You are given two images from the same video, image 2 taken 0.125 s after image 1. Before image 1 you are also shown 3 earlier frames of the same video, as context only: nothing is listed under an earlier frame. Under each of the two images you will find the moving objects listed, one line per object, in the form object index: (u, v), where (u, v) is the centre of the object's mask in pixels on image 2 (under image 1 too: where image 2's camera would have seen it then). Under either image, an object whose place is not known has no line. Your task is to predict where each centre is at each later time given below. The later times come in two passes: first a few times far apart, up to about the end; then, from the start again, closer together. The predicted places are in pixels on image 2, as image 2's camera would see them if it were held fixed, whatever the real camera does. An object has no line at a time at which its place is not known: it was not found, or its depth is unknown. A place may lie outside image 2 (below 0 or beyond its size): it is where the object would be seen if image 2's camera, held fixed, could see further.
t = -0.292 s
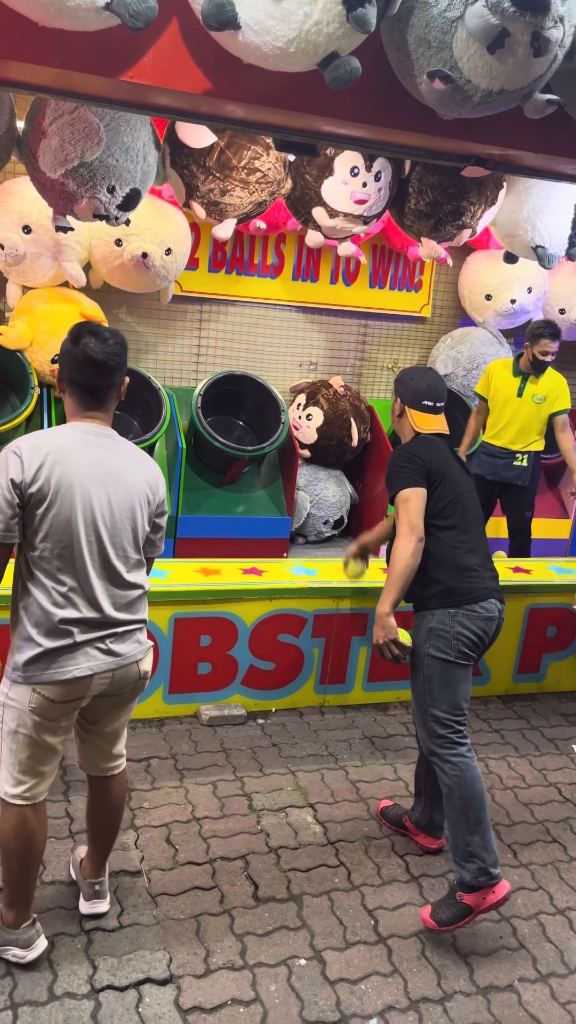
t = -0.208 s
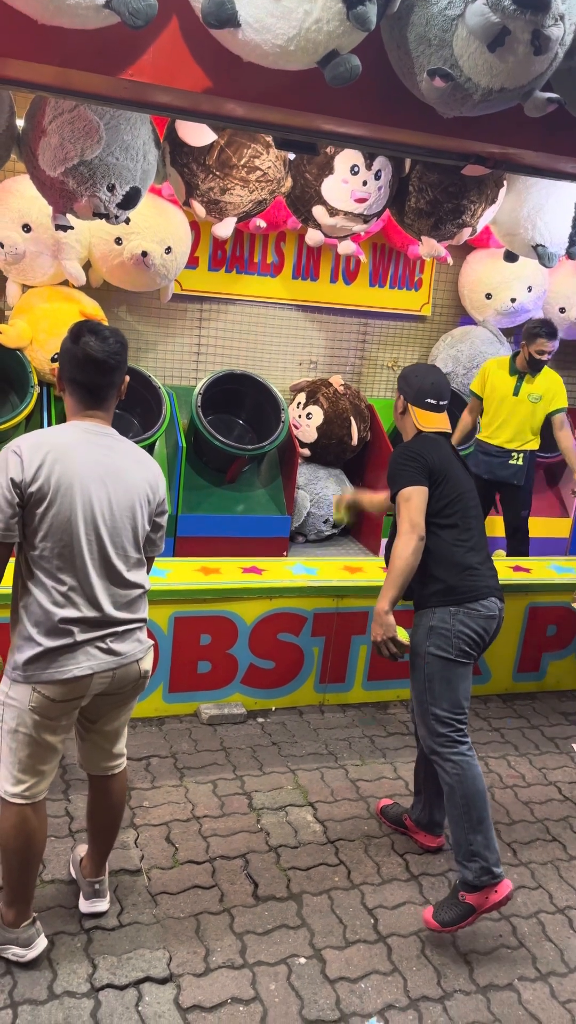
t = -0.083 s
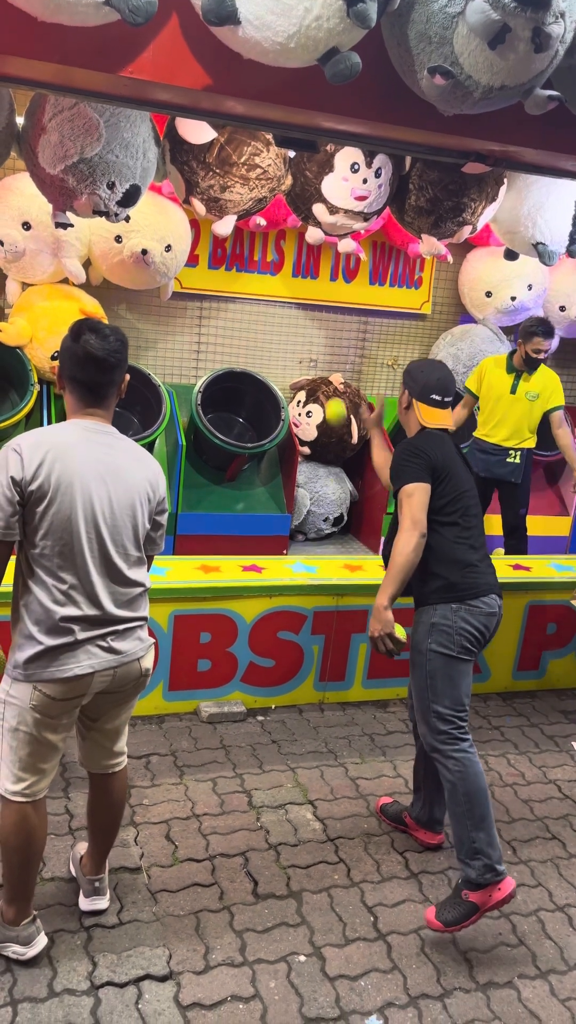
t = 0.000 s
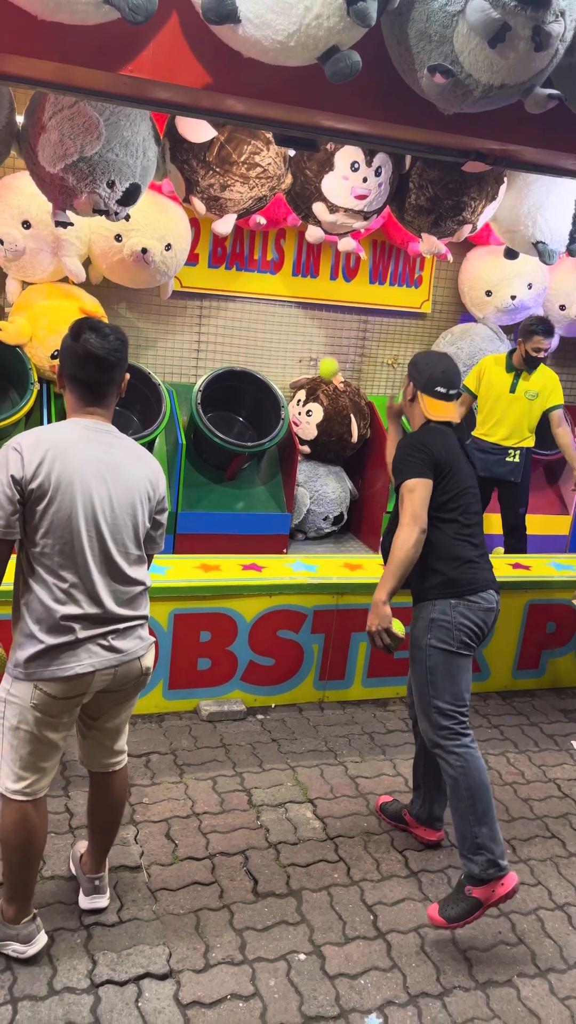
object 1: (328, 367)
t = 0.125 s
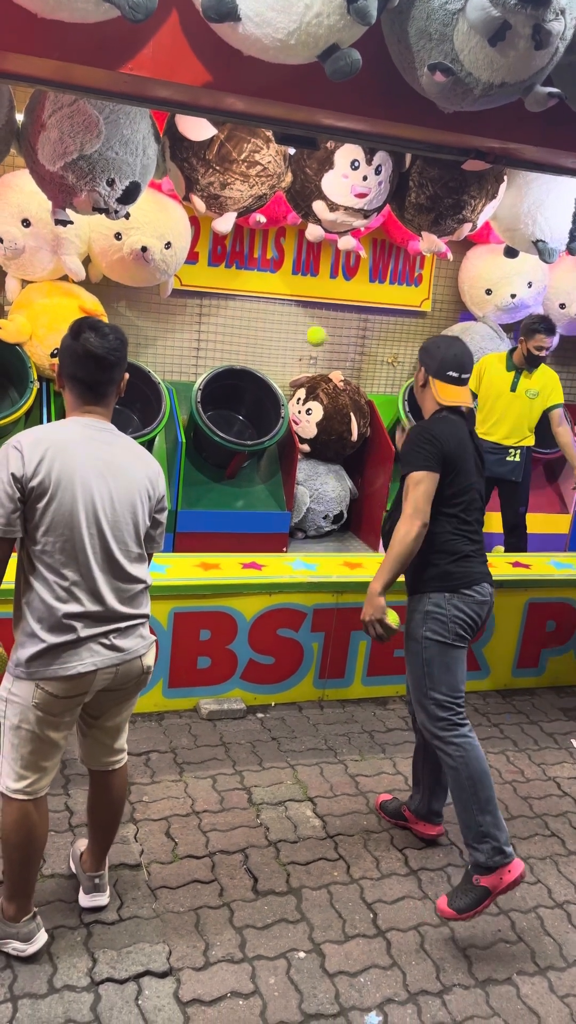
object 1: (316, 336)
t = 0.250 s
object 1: (301, 339)
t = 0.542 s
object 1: (265, 428)
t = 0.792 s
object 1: (262, 426)
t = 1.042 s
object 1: (245, 543)
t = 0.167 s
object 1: (311, 334)
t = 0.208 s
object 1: (307, 335)
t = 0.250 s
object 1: (301, 339)
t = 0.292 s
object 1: (297, 346)
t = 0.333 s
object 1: (291, 356)
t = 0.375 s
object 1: (284, 369)
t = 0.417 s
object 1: (279, 386)
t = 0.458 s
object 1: (273, 404)
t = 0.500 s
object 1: (267, 424)
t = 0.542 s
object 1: (265, 428)
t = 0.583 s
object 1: (266, 420)
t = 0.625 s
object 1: (265, 415)
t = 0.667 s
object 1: (265, 413)
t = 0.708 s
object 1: (264, 414)
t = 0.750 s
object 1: (263, 419)
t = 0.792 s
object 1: (262, 426)
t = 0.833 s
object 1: (260, 436)
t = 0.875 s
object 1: (258, 451)
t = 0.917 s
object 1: (255, 469)
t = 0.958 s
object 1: (252, 491)
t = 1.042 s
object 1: (245, 543)
